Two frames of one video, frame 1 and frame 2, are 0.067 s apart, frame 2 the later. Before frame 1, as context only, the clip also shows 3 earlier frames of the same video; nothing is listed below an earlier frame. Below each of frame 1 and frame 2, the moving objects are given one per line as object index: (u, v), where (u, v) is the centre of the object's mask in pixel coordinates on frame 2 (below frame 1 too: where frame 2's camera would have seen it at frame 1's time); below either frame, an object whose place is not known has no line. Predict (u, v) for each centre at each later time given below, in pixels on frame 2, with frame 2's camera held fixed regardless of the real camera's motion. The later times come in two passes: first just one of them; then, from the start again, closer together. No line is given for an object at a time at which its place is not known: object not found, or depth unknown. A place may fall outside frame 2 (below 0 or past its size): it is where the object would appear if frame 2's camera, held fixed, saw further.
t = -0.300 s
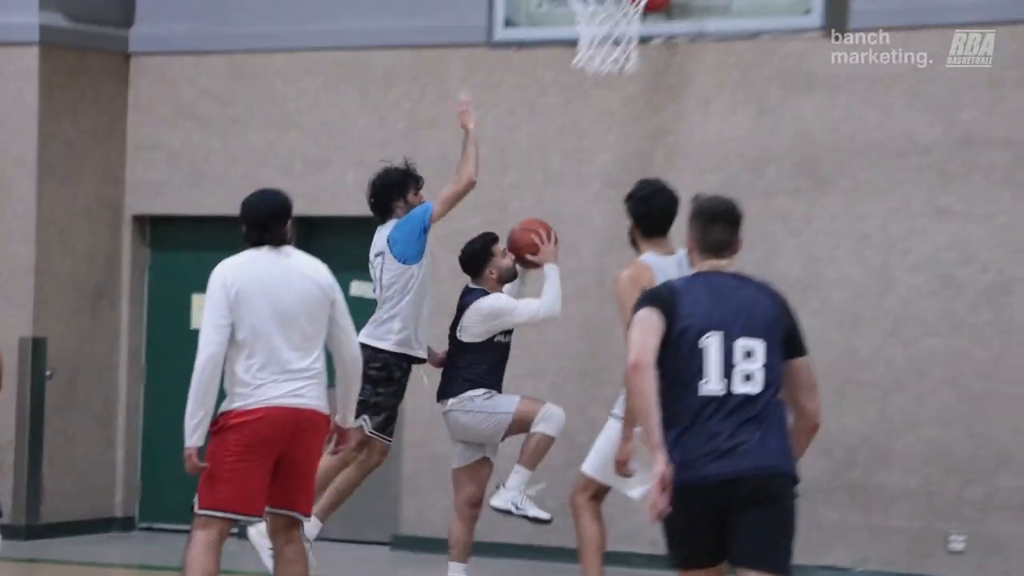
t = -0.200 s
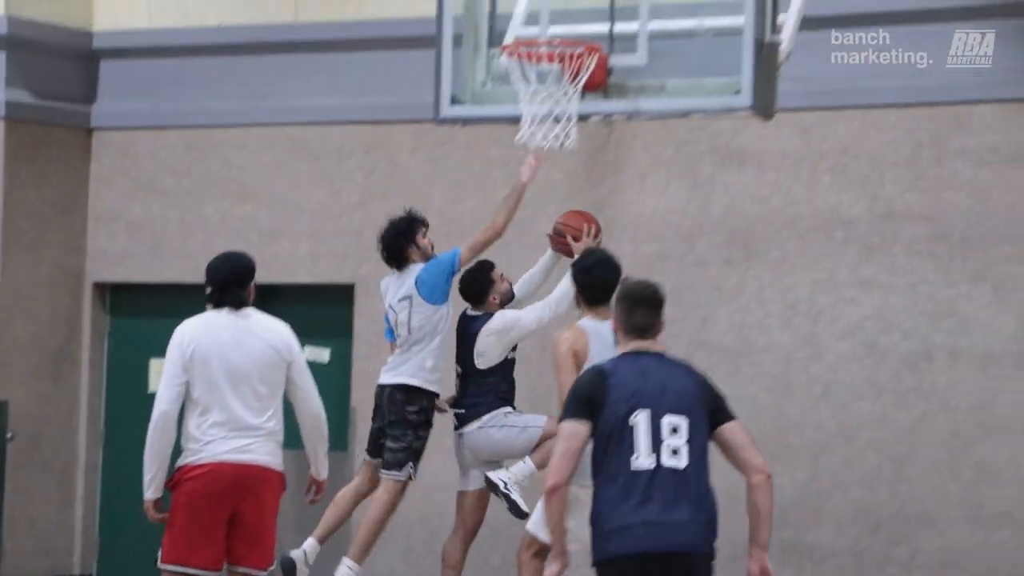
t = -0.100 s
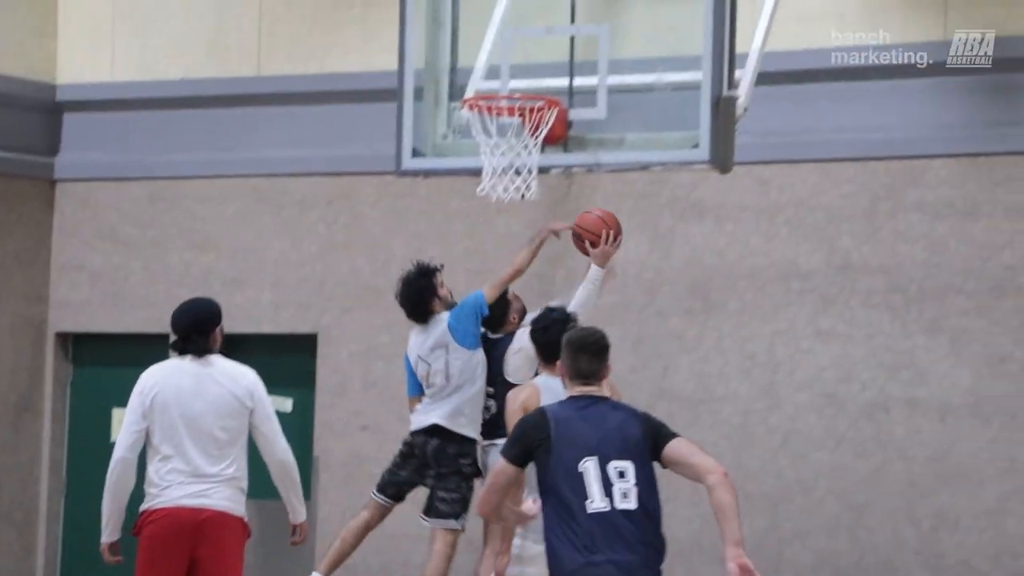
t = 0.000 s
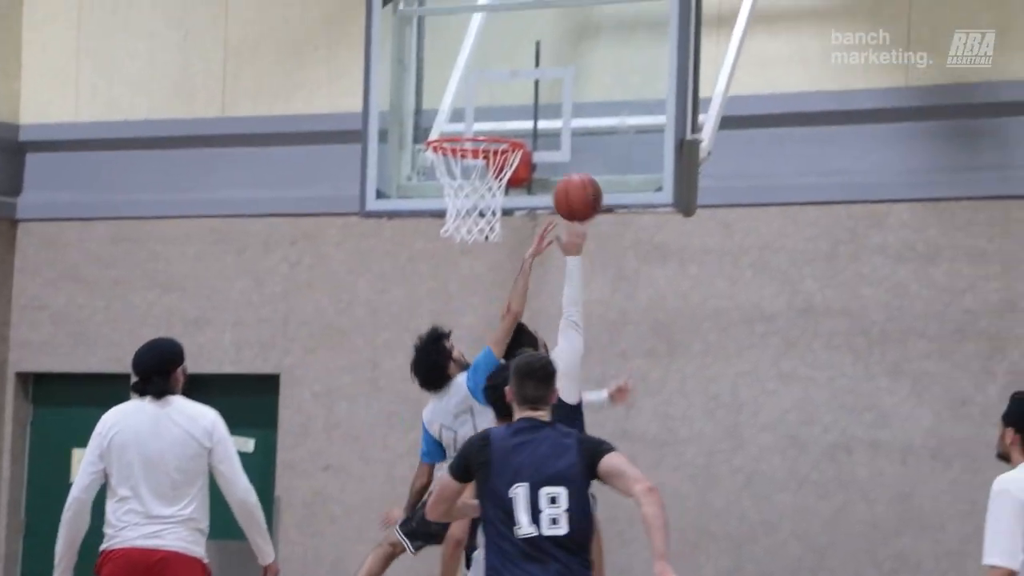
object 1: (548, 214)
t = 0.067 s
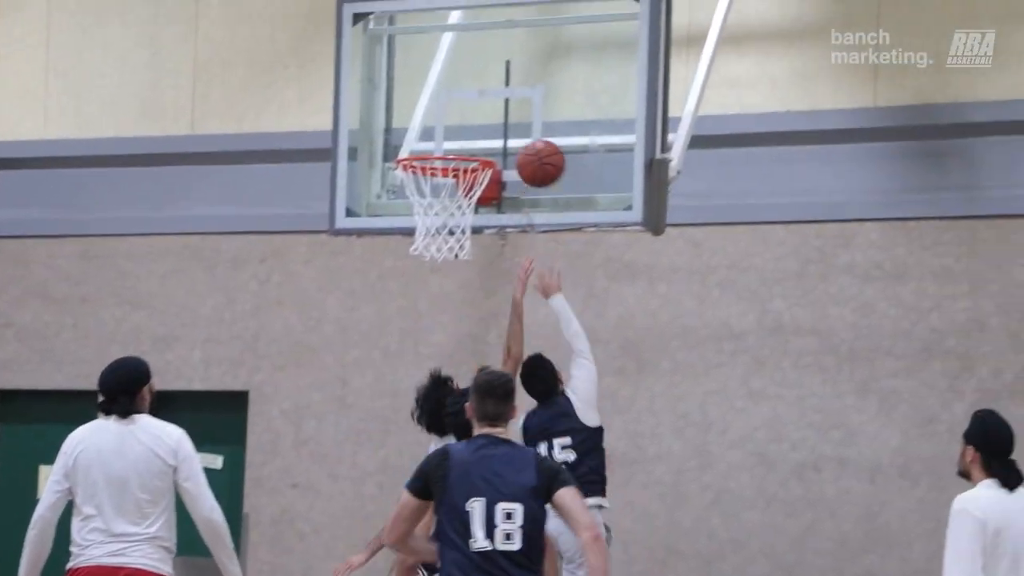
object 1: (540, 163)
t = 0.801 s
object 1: (440, 259)
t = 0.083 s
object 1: (534, 159)
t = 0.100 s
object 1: (526, 155)
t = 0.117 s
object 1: (519, 151)
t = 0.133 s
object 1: (511, 147)
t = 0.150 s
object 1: (504, 143)
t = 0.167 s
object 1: (500, 140)
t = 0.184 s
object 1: (497, 137)
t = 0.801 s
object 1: (440, 259)
